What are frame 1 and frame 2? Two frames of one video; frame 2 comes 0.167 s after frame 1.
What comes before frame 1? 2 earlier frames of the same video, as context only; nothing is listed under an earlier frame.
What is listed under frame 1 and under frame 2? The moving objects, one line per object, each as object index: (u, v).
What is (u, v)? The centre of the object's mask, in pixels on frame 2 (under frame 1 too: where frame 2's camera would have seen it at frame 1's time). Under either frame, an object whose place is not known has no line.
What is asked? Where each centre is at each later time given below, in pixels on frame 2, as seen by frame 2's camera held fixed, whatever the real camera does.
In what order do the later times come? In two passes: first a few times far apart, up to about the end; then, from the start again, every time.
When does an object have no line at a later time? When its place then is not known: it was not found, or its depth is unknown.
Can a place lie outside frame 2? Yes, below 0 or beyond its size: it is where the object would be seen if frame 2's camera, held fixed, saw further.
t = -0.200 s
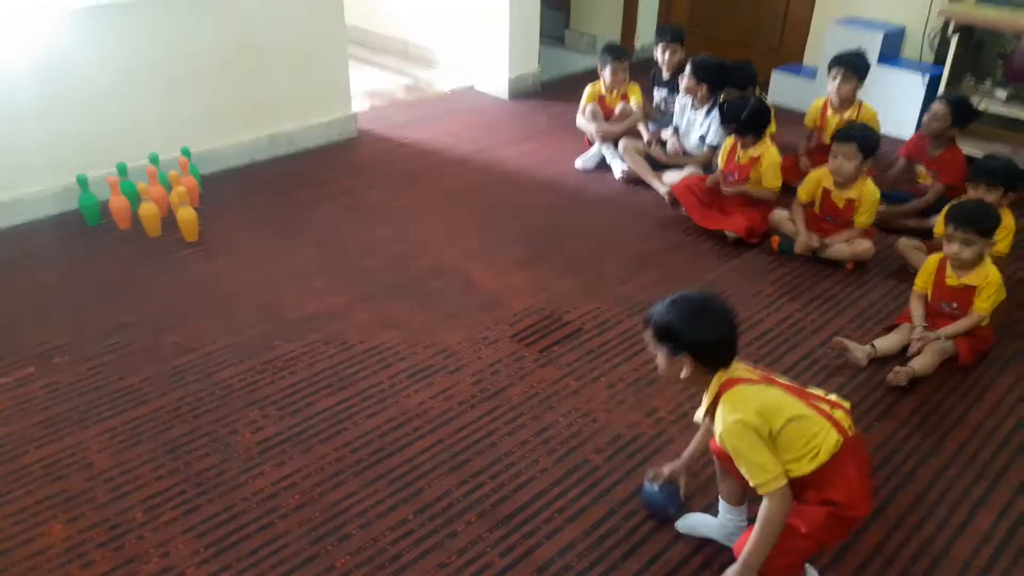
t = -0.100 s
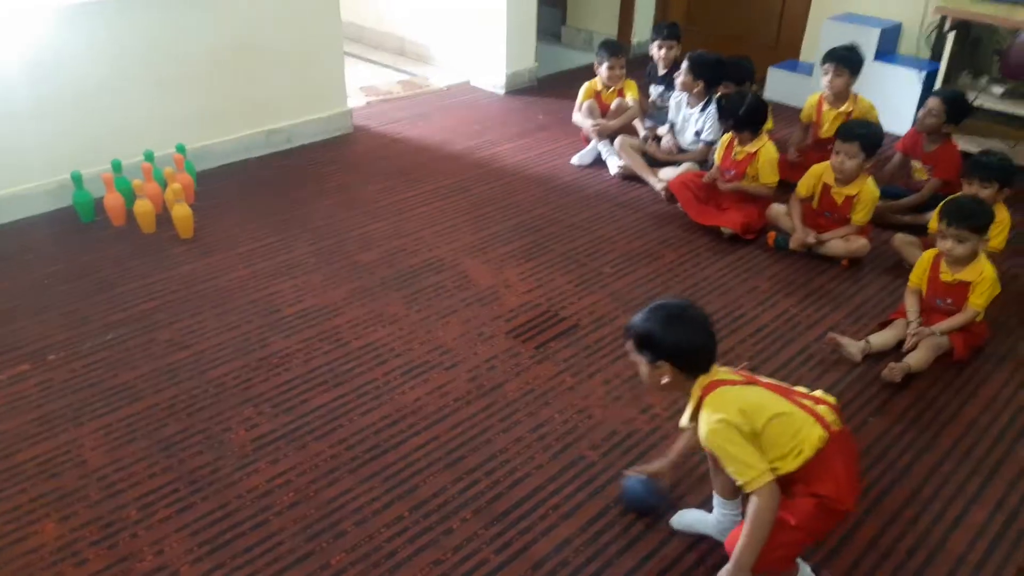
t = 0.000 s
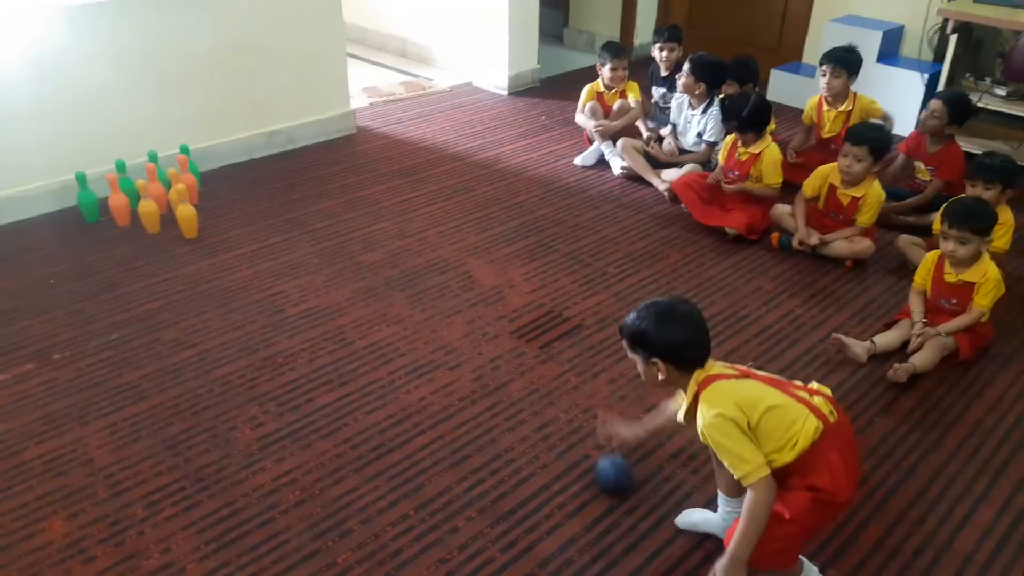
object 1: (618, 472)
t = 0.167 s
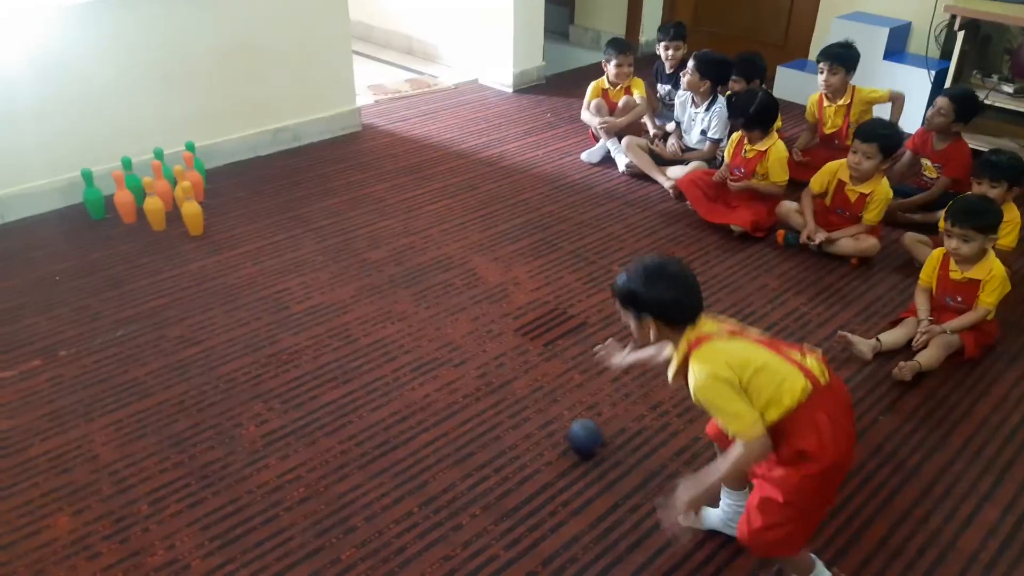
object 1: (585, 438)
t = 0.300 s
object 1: (563, 418)
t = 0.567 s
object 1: (524, 379)
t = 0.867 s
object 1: (491, 343)
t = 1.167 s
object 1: (470, 313)
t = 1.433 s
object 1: (455, 294)
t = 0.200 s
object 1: (579, 433)
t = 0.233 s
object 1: (574, 428)
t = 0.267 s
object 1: (568, 423)
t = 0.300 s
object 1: (563, 418)
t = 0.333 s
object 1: (558, 412)
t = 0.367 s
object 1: (554, 405)
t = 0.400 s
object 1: (549, 401)
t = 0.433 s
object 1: (543, 396)
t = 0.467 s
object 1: (538, 391)
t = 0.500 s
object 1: (533, 387)
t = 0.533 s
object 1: (529, 383)
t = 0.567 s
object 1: (524, 379)
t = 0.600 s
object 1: (521, 375)
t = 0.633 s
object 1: (516, 370)
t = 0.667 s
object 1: (513, 366)
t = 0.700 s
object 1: (509, 362)
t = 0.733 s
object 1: (505, 358)
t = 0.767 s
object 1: (501, 353)
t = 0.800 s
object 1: (498, 350)
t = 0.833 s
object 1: (494, 346)
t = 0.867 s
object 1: (491, 343)
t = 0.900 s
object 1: (488, 340)
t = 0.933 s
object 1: (485, 337)
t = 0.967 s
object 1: (482, 334)
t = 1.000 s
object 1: (480, 330)
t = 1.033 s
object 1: (478, 327)
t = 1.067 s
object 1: (476, 324)
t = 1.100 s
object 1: (474, 320)
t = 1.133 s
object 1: (472, 317)
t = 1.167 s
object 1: (470, 313)
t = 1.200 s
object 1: (468, 311)
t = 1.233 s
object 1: (466, 310)
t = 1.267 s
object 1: (464, 307)
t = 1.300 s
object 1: (462, 304)
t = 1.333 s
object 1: (458, 302)
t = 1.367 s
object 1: (457, 299)
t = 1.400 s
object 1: (456, 297)
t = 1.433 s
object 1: (455, 294)
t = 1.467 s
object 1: (454, 292)
